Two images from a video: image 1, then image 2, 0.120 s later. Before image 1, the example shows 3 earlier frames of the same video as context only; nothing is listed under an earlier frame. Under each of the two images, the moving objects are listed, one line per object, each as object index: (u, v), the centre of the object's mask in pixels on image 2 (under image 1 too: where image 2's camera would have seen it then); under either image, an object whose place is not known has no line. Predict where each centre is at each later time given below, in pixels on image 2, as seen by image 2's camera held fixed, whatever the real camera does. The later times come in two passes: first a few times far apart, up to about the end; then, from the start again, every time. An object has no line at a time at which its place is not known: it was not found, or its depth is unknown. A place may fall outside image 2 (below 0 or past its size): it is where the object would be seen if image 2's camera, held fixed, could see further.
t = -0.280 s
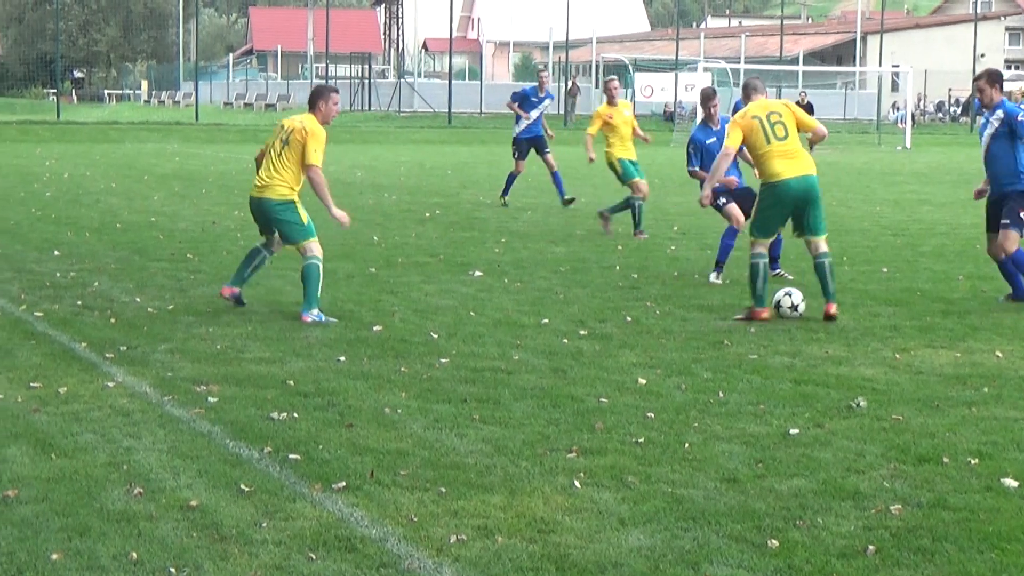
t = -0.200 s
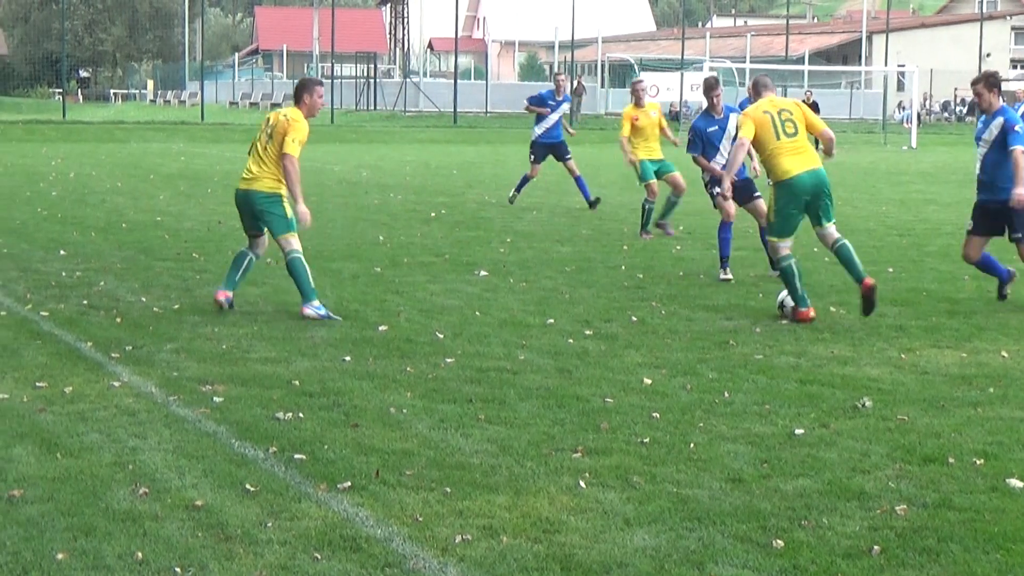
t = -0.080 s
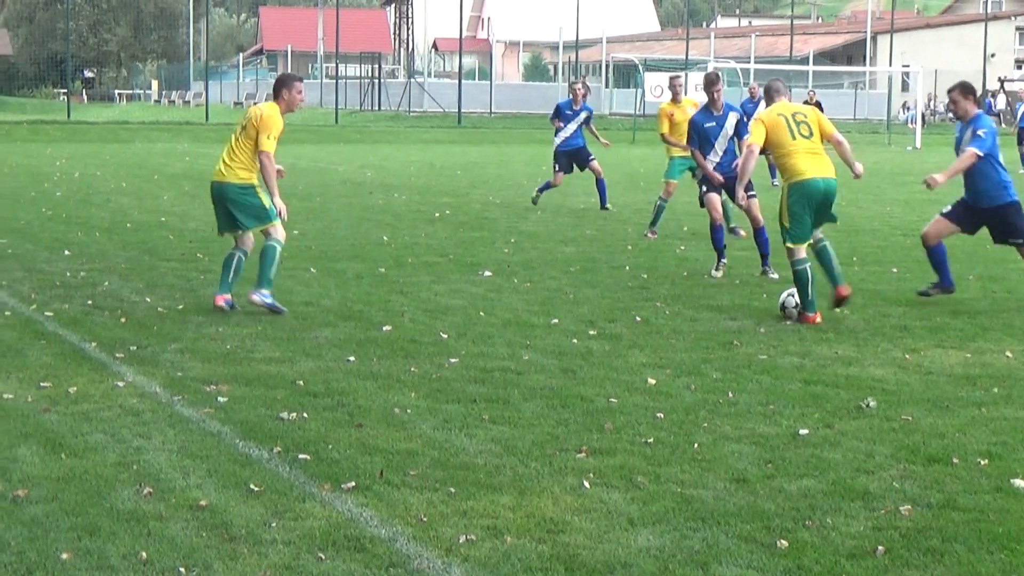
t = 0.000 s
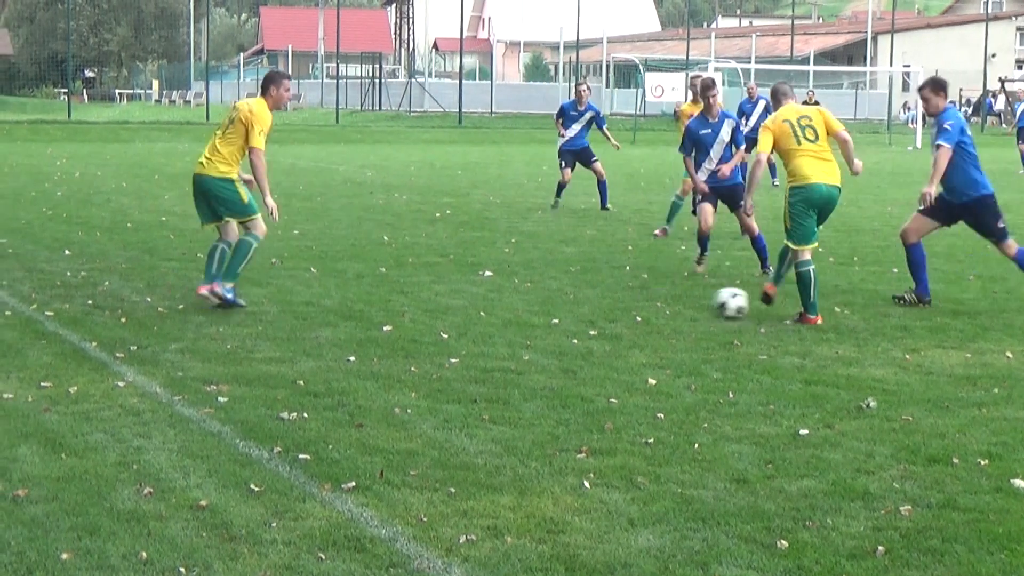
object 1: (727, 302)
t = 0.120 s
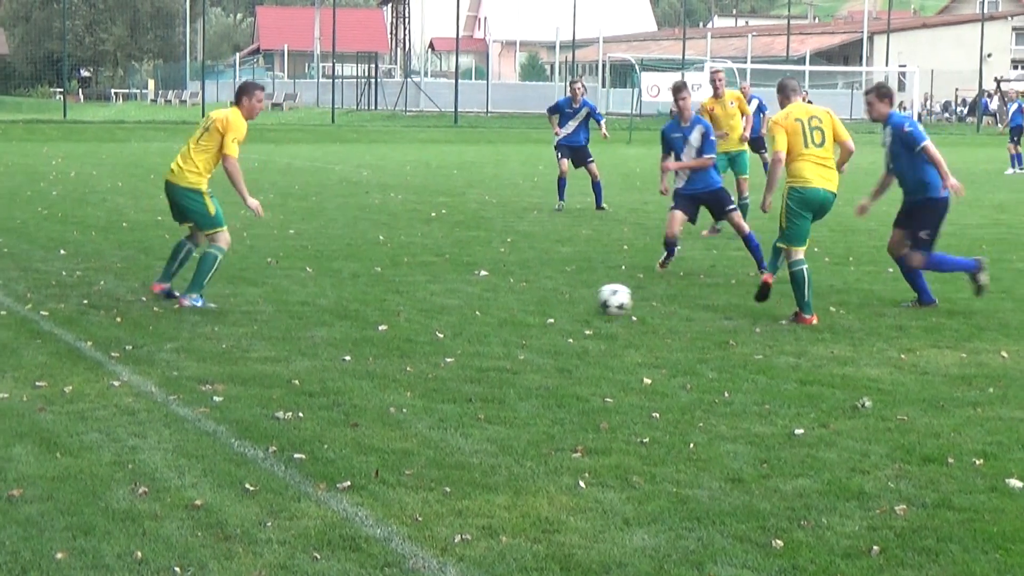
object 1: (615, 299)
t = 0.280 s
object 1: (496, 292)
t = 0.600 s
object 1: (302, 291)
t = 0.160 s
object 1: (579, 299)
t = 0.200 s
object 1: (548, 300)
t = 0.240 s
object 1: (522, 297)
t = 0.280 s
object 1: (496, 292)
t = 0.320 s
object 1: (470, 292)
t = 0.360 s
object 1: (445, 295)
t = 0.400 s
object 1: (419, 297)
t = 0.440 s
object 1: (394, 298)
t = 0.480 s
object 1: (370, 295)
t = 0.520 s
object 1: (348, 293)
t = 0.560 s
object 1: (325, 290)
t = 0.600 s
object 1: (302, 291)
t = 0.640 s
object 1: (279, 294)
